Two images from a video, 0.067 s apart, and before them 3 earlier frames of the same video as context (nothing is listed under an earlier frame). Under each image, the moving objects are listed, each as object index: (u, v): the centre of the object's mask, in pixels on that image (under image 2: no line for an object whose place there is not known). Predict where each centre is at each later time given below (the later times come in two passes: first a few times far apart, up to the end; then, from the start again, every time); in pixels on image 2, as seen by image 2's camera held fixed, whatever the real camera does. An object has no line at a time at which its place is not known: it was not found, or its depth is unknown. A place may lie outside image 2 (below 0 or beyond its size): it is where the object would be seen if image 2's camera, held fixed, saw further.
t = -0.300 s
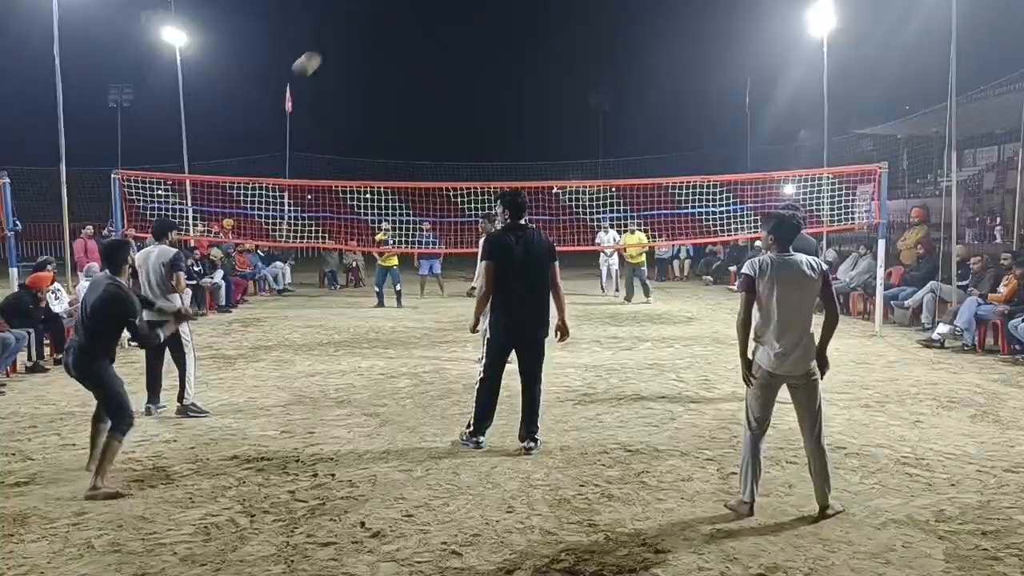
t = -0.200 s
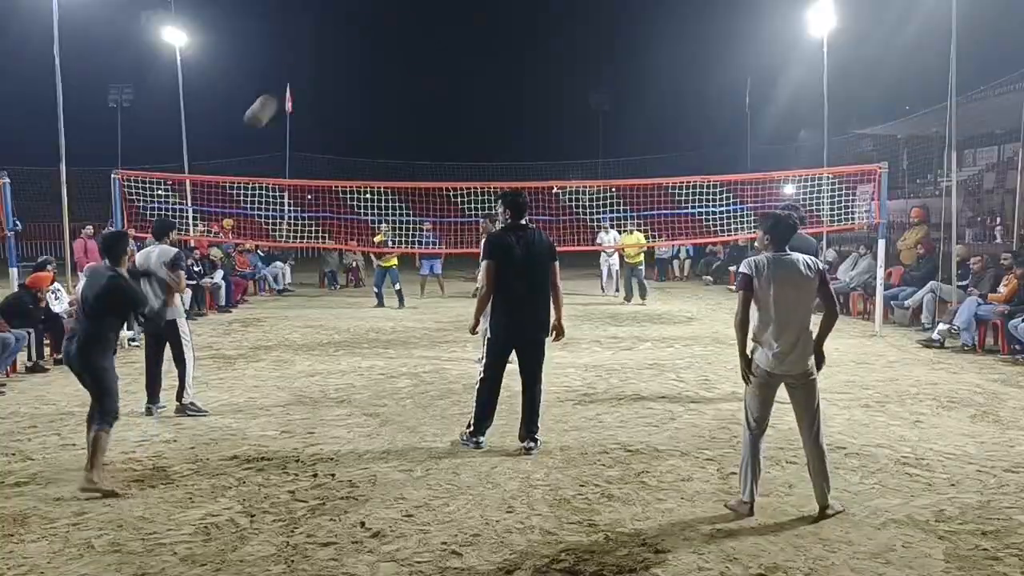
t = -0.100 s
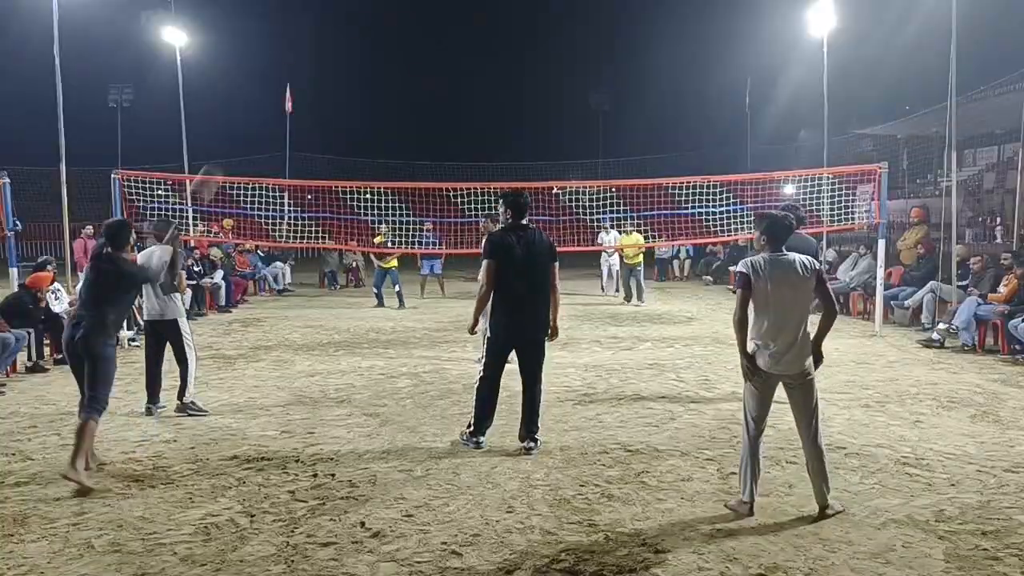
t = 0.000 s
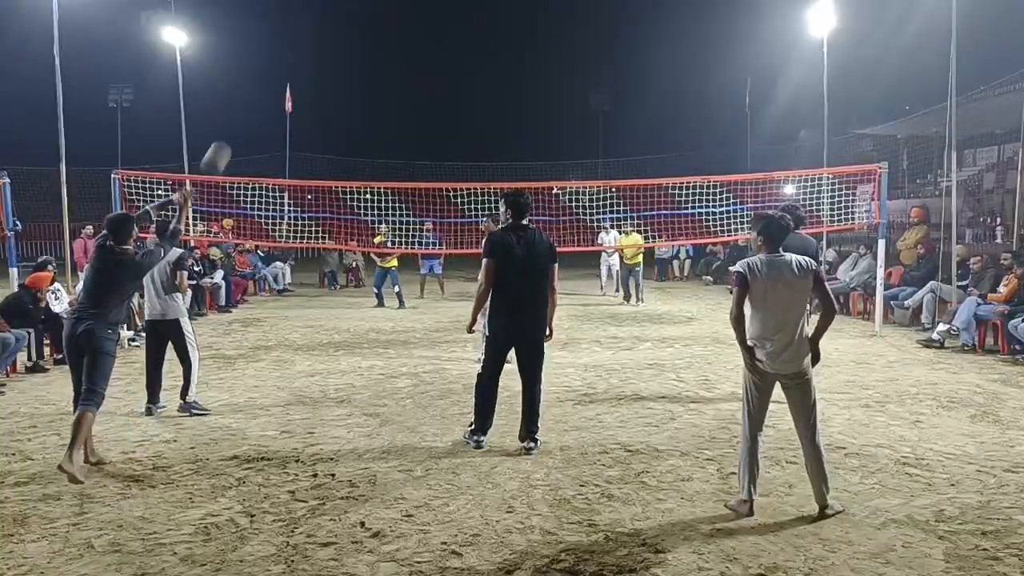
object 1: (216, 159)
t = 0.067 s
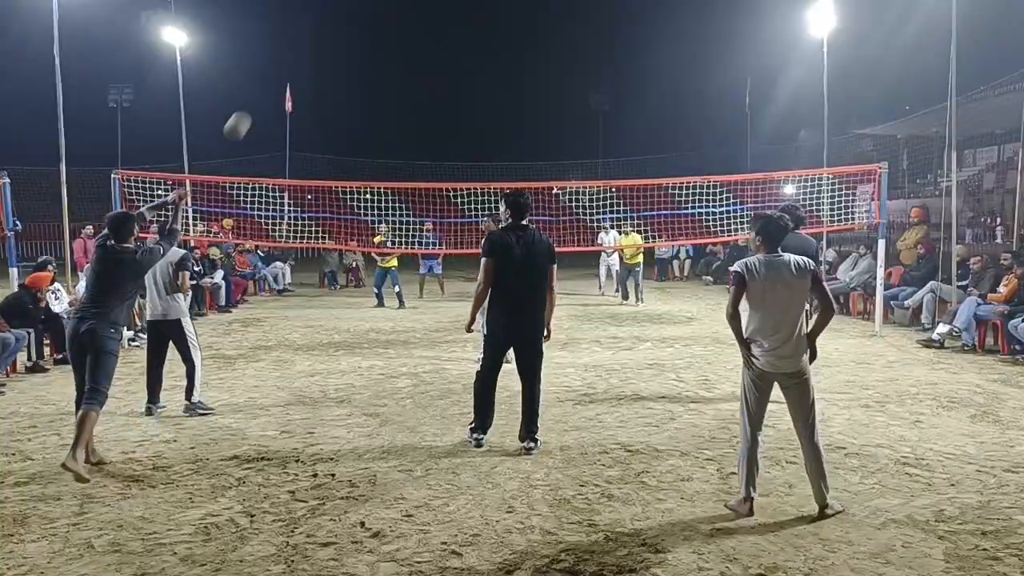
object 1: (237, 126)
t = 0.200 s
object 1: (271, 88)
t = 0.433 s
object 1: (309, 81)
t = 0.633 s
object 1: (329, 108)
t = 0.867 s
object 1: (346, 160)
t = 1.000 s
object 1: (352, 196)
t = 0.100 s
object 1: (247, 113)
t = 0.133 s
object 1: (256, 102)
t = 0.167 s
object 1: (264, 94)
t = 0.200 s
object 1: (271, 88)
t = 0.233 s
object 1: (277, 83)
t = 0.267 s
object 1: (284, 80)
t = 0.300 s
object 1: (290, 78)
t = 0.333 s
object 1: (295, 77)
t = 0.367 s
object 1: (299, 78)
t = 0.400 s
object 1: (304, 79)
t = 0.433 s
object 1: (309, 81)
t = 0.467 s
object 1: (313, 84)
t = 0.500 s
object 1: (317, 87)
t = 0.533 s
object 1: (320, 92)
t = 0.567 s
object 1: (323, 97)
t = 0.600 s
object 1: (327, 102)
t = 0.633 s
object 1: (329, 108)
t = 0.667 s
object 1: (332, 115)
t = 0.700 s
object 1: (335, 121)
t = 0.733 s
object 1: (337, 128)
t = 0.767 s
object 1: (340, 136)
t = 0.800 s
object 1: (342, 143)
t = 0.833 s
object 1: (344, 152)
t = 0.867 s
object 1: (346, 160)
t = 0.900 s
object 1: (348, 169)
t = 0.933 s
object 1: (350, 176)
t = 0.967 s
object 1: (351, 189)
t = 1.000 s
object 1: (352, 196)
